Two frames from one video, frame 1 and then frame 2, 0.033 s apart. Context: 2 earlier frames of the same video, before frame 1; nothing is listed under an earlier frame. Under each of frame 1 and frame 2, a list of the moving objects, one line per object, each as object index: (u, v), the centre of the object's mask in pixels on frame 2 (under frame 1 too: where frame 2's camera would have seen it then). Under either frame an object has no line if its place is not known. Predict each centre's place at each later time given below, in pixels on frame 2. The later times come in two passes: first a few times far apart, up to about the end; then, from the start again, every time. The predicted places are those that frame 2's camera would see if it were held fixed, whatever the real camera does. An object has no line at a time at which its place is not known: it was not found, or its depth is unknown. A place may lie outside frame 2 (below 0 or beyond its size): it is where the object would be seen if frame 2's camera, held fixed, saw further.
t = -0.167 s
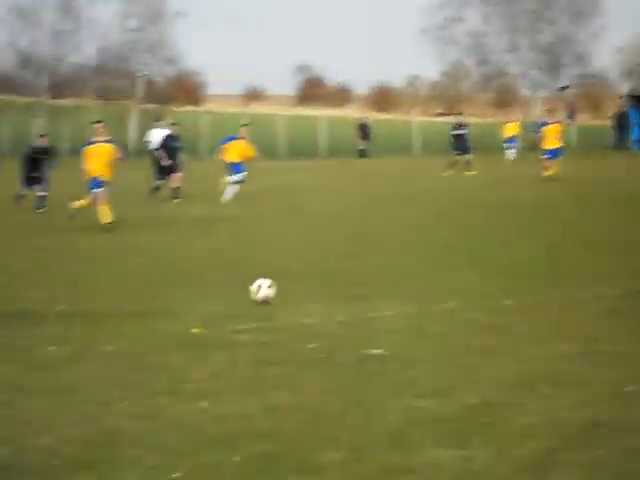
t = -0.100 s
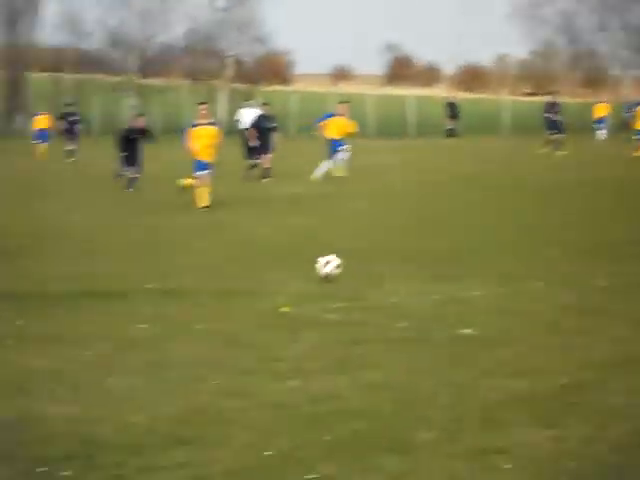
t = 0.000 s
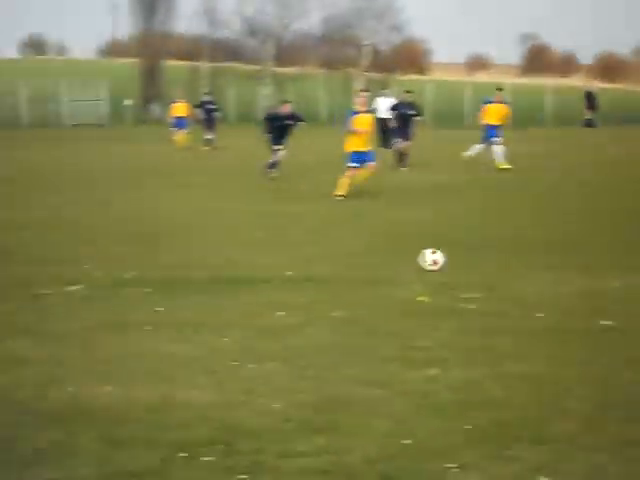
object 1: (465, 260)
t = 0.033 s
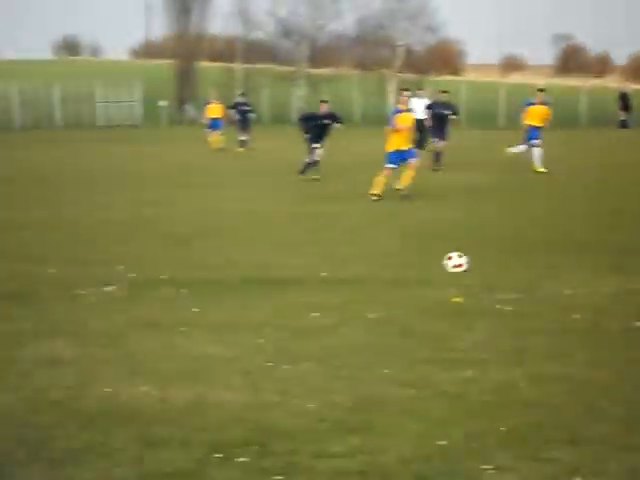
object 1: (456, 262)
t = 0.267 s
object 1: (385, 256)
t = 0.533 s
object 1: (317, 254)
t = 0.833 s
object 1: (249, 251)
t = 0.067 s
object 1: (444, 261)
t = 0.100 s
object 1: (435, 260)
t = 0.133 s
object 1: (424, 259)
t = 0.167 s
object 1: (414, 259)
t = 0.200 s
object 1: (404, 260)
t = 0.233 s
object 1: (395, 258)
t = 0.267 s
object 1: (385, 256)
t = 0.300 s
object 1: (376, 255)
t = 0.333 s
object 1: (367, 255)
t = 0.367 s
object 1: (358, 256)
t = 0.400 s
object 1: (350, 257)
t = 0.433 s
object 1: (341, 256)
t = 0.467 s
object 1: (333, 255)
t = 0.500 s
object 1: (325, 254)
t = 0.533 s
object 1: (317, 254)
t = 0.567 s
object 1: (309, 255)
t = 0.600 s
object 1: (301, 254)
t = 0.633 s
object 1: (293, 253)
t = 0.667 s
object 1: (285, 252)
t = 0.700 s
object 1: (278, 252)
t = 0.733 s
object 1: (271, 252)
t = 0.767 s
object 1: (264, 251)
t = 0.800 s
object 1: (257, 251)
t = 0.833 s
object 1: (249, 251)
